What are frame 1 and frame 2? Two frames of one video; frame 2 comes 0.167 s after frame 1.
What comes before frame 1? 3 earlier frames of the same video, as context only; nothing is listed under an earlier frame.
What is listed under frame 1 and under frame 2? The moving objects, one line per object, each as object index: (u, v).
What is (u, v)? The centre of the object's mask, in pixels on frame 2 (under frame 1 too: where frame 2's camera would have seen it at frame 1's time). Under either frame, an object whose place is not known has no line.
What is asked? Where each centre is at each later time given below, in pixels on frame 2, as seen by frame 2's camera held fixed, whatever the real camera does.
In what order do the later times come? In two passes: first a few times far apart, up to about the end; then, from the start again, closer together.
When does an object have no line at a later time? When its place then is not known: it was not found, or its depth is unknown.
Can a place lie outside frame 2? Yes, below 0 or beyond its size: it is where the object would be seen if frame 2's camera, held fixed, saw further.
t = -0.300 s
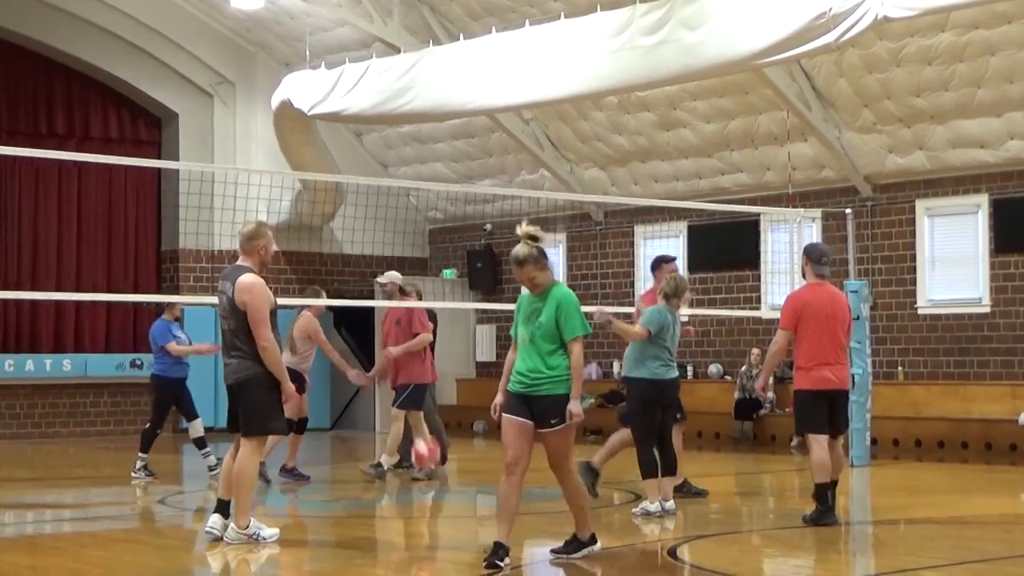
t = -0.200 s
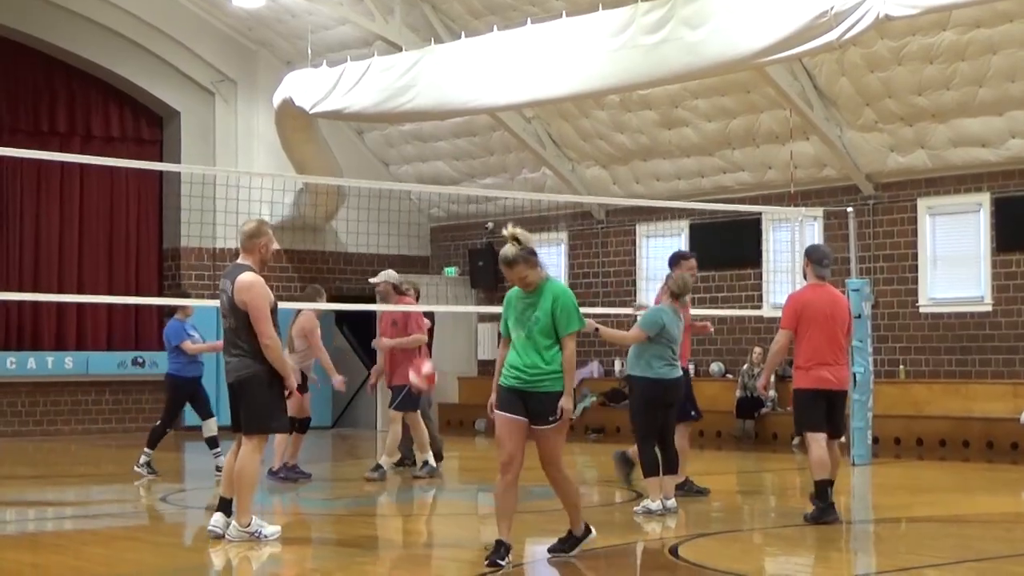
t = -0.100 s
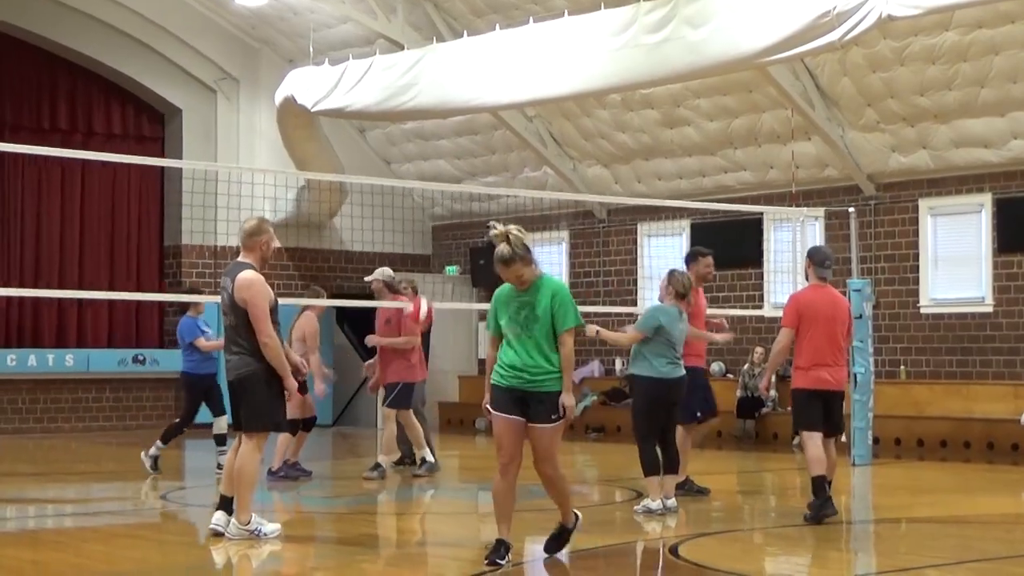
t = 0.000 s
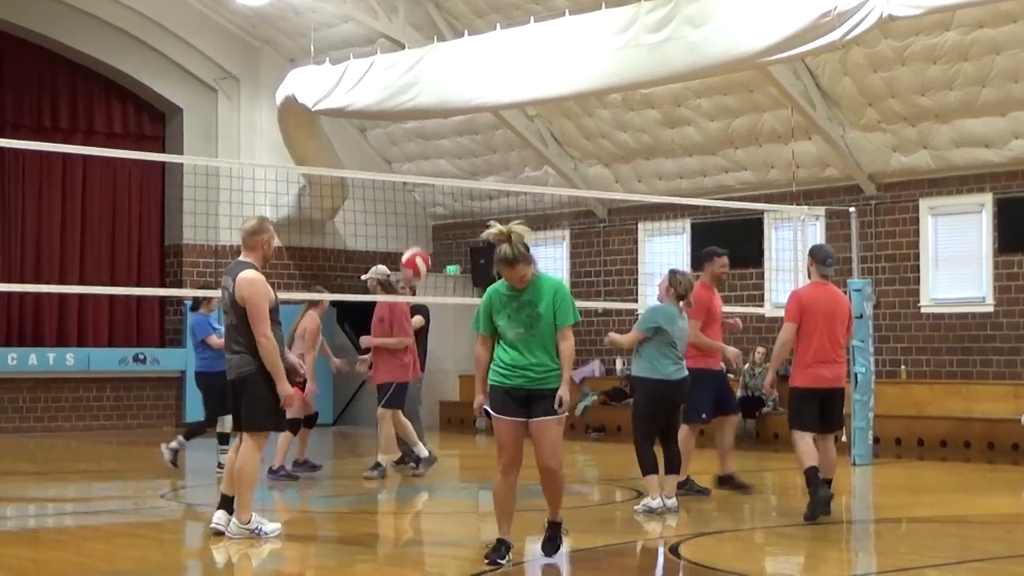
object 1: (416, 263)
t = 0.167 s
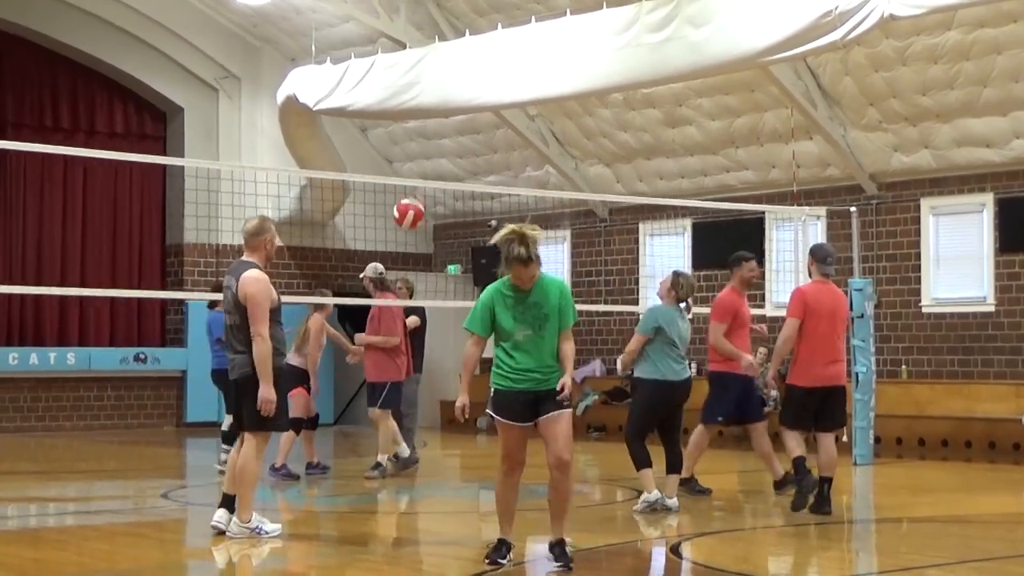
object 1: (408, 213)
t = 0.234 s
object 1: (406, 203)
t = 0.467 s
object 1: (394, 224)
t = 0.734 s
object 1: (383, 350)
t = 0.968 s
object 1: (368, 484)
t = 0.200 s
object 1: (407, 207)
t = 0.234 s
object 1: (406, 203)
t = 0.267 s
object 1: (404, 202)
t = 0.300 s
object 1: (403, 201)
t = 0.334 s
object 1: (401, 202)
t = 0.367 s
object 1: (400, 205)
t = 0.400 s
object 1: (397, 209)
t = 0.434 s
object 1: (396, 215)
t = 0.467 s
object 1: (394, 224)
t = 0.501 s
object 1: (393, 232)
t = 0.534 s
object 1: (391, 245)
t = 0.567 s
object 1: (389, 257)
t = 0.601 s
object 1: (388, 274)
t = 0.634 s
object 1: (388, 287)
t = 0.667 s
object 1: (386, 303)
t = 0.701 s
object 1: (383, 324)
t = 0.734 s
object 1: (383, 350)
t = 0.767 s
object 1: (381, 373)
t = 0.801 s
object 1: (378, 398)
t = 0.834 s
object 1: (377, 425)
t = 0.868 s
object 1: (376, 453)
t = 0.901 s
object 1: (373, 484)
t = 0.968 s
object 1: (368, 484)
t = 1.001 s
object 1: (368, 464)
